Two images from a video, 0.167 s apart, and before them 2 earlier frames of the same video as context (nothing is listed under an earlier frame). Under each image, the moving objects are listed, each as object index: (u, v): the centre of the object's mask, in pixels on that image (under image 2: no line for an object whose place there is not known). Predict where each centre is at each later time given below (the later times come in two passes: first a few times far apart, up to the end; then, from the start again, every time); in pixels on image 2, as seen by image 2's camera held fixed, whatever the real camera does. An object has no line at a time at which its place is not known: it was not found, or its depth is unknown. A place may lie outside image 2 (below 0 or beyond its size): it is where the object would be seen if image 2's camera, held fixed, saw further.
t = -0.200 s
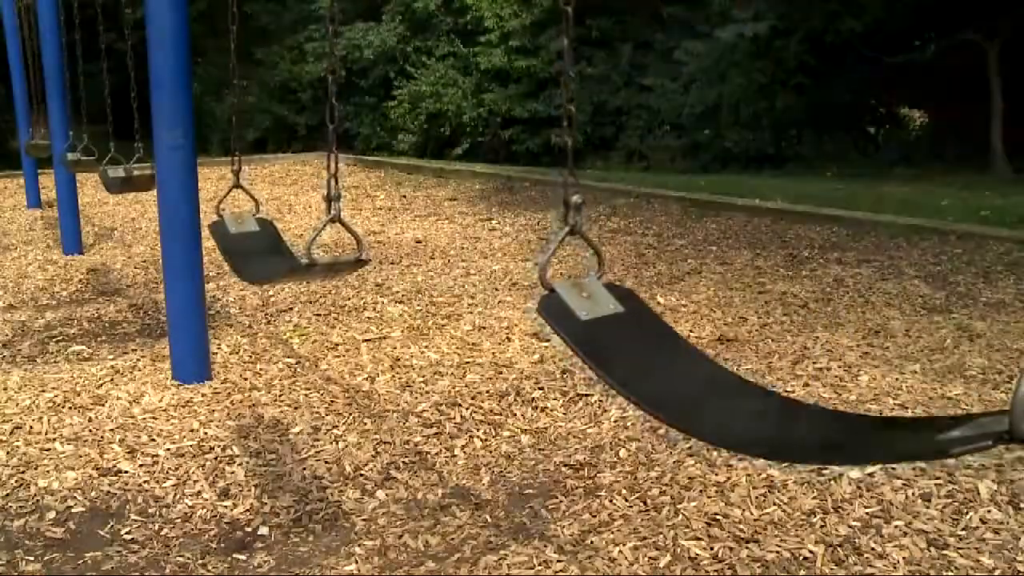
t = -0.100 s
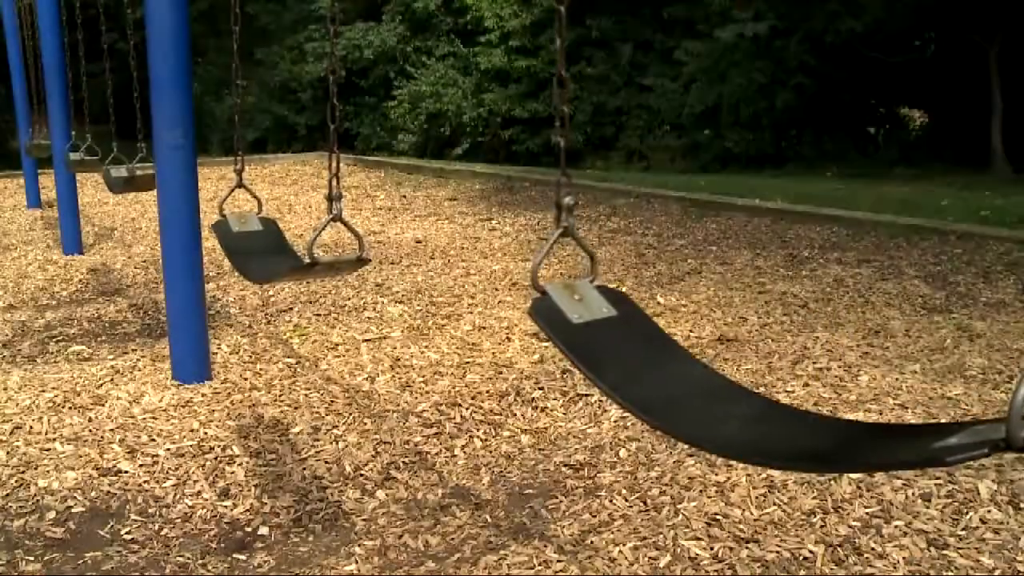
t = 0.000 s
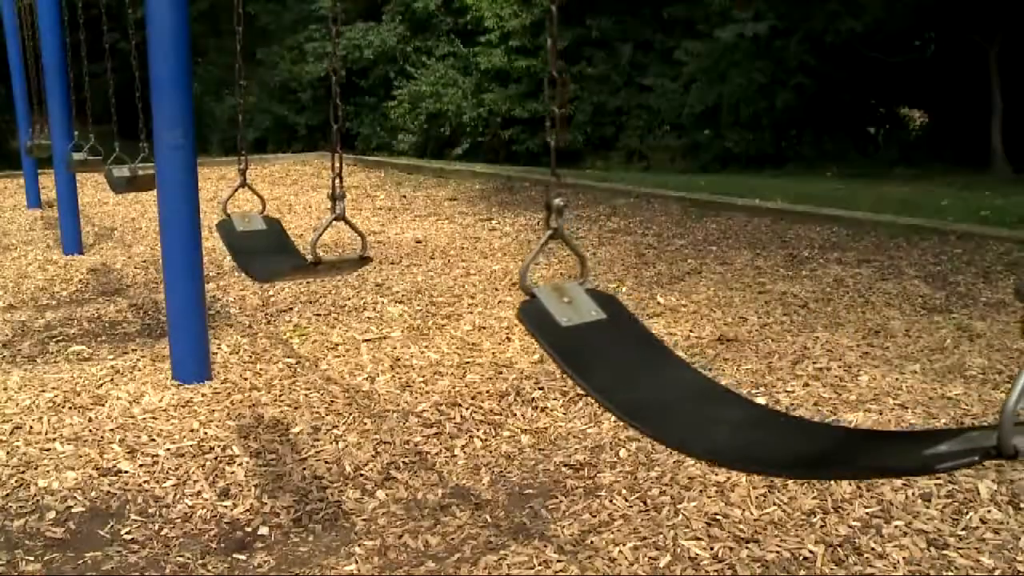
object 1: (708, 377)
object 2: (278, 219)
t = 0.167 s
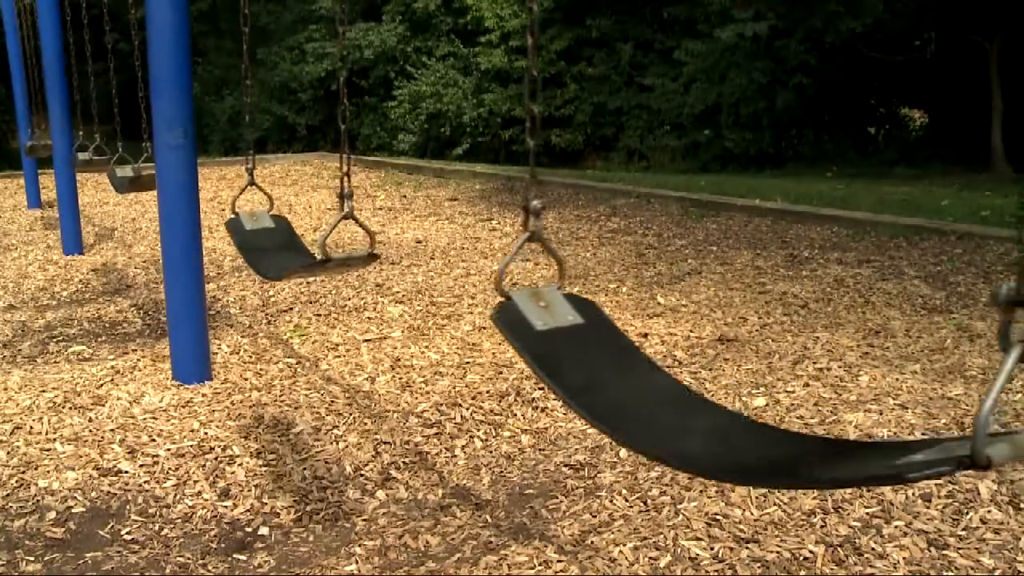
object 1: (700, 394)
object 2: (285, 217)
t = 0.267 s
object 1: (715, 414)
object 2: (290, 215)
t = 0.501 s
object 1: (689, 422)
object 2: (302, 214)
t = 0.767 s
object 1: (655, 410)
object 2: (310, 213)
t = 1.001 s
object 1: (641, 394)
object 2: (312, 214)
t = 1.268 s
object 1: (664, 381)
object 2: (307, 217)
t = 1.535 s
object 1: (724, 380)
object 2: (296, 221)
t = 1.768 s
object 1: (745, 373)
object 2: (285, 222)
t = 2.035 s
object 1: (725, 352)
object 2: (272, 221)
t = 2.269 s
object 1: (725, 358)
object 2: (271, 221)
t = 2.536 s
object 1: (727, 394)
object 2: (276, 220)
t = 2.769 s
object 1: (708, 403)
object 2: (283, 217)
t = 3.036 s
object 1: (695, 422)
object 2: (297, 216)
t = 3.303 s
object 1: (664, 416)
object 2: (307, 213)
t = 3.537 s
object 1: (651, 400)
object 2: (311, 215)
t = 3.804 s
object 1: (656, 381)
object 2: (311, 216)
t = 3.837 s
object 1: (664, 381)
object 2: (310, 216)
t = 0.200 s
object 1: (698, 398)
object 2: (285, 215)
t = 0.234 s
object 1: (699, 402)
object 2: (289, 216)
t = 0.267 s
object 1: (715, 414)
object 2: (290, 215)
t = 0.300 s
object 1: (706, 414)
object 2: (292, 214)
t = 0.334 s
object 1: (712, 420)
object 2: (293, 214)
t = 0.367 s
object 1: (718, 425)
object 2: (295, 214)
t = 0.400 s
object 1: (709, 424)
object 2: (297, 214)
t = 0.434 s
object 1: (706, 425)
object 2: (298, 214)
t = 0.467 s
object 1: (693, 422)
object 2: (302, 215)
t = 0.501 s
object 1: (689, 422)
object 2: (302, 214)
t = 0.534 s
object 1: (677, 418)
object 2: (303, 214)
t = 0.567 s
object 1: (682, 421)
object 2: (304, 213)
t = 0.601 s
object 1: (670, 417)
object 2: (306, 213)
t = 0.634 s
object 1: (659, 412)
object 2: (306, 212)
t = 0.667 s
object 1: (669, 417)
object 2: (308, 213)
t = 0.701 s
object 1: (662, 414)
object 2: (309, 213)
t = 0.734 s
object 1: (653, 409)
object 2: (310, 213)
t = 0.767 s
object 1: (655, 410)
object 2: (310, 213)
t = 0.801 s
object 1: (661, 412)
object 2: (311, 214)
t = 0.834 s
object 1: (656, 409)
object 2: (312, 214)
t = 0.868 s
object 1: (650, 405)
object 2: (311, 213)
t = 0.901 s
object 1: (648, 404)
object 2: (312, 213)
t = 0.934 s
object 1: (652, 404)
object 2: (312, 214)
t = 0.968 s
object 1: (651, 401)
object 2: (312, 214)
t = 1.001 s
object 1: (641, 394)
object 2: (312, 214)
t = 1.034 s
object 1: (640, 392)
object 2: (312, 215)
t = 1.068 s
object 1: (638, 388)
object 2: (312, 216)
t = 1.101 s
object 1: (637, 385)
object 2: (312, 216)
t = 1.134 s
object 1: (649, 388)
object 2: (311, 216)
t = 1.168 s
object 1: (653, 386)
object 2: (311, 217)
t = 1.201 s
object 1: (657, 385)
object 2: (309, 216)
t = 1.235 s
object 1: (665, 385)
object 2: (308, 217)
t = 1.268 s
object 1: (664, 381)
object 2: (307, 217)
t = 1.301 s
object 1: (682, 386)
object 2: (306, 218)
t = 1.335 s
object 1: (670, 377)
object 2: (304, 218)
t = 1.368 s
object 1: (688, 381)
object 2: (303, 219)
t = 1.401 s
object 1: (694, 380)
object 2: (302, 219)
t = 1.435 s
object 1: (705, 380)
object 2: (300, 219)
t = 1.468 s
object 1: (709, 380)
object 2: (299, 220)
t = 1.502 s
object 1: (699, 373)
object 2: (296, 220)
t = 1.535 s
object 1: (724, 380)
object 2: (296, 221)
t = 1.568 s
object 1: (710, 372)
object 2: (294, 221)
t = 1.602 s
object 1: (731, 377)
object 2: (292, 220)
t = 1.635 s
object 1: (743, 379)
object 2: (293, 224)
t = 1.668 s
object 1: (742, 377)
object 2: (292, 224)
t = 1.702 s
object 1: (732, 371)
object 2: (287, 221)
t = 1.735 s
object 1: (752, 377)
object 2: (285, 221)
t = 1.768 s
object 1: (745, 373)
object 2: (285, 222)
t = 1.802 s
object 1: (748, 372)
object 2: (282, 221)
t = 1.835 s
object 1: (742, 368)
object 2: (280, 221)
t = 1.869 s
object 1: (738, 365)
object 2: (280, 221)
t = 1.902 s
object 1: (745, 367)
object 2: (279, 221)
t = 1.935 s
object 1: (744, 365)
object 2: (276, 221)
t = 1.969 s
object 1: (725, 355)
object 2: (275, 221)
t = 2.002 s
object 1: (725, 353)
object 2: (275, 222)
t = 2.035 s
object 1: (725, 352)
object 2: (272, 221)
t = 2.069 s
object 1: (724, 352)
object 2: (273, 222)
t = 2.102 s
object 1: (725, 353)
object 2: (271, 221)
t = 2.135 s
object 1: (726, 354)
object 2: (273, 223)
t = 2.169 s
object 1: (728, 356)
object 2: (271, 221)
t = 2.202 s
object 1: (725, 356)
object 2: (271, 222)
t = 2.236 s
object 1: (725, 357)
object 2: (271, 222)
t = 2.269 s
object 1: (725, 358)
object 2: (271, 221)
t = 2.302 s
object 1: (724, 360)
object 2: (271, 221)
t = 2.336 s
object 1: (722, 362)
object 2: (271, 221)
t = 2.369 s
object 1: (721, 364)
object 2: (273, 221)
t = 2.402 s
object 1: (719, 366)
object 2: (272, 220)
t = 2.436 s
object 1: (727, 383)
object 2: (273, 220)
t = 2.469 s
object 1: (715, 370)
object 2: (274, 220)
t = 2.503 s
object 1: (722, 386)
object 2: (275, 220)
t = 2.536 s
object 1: (727, 394)
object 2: (276, 220)
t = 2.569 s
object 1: (725, 395)
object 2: (278, 218)
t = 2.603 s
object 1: (714, 390)
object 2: (279, 219)
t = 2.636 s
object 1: (717, 392)
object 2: (278, 217)
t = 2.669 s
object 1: (723, 400)
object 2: (282, 219)
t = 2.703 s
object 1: (699, 390)
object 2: (282, 218)
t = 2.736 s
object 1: (714, 402)
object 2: (282, 217)
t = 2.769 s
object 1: (708, 403)
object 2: (283, 217)
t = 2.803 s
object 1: (726, 415)
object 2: (285, 217)
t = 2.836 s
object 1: (718, 415)
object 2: (287, 217)
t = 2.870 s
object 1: (722, 420)
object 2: (287, 216)
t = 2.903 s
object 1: (712, 418)
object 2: (288, 215)
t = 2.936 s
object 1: (695, 413)
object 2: (291, 215)
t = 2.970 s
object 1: (701, 420)
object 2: (292, 215)
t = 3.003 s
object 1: (695, 420)
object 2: (295, 216)
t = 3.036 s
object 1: (695, 422)
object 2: (297, 216)
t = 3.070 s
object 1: (676, 416)
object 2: (298, 214)
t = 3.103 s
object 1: (675, 416)
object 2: (299, 214)
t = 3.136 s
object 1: (666, 414)
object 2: (299, 213)
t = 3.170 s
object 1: (675, 420)
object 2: (301, 213)
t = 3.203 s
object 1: (669, 418)
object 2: (303, 214)
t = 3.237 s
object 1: (667, 417)
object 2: (304, 213)
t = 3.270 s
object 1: (667, 417)
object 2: (306, 213)
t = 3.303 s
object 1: (664, 416)
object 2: (307, 213)
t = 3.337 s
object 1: (658, 413)
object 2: (308, 213)
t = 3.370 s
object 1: (657, 412)
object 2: (309, 213)
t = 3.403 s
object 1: (658, 410)
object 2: (309, 212)
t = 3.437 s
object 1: (658, 409)
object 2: (310, 213)
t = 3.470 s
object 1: (665, 410)
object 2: (311, 214)
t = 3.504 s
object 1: (646, 400)
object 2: (311, 214)
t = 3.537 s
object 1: (651, 400)
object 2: (311, 215)
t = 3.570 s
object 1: (652, 398)
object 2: (311, 215)
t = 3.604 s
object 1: (639, 390)
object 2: (311, 215)
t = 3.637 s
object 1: (637, 386)
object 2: (311, 215)
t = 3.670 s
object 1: (642, 386)
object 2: (312, 216)
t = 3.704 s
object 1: (640, 381)
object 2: (310, 213)
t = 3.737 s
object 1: (652, 384)
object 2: (311, 216)
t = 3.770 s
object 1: (660, 386)
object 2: (310, 214)
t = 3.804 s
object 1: (656, 381)
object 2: (311, 216)
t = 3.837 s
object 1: (664, 381)
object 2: (310, 216)
